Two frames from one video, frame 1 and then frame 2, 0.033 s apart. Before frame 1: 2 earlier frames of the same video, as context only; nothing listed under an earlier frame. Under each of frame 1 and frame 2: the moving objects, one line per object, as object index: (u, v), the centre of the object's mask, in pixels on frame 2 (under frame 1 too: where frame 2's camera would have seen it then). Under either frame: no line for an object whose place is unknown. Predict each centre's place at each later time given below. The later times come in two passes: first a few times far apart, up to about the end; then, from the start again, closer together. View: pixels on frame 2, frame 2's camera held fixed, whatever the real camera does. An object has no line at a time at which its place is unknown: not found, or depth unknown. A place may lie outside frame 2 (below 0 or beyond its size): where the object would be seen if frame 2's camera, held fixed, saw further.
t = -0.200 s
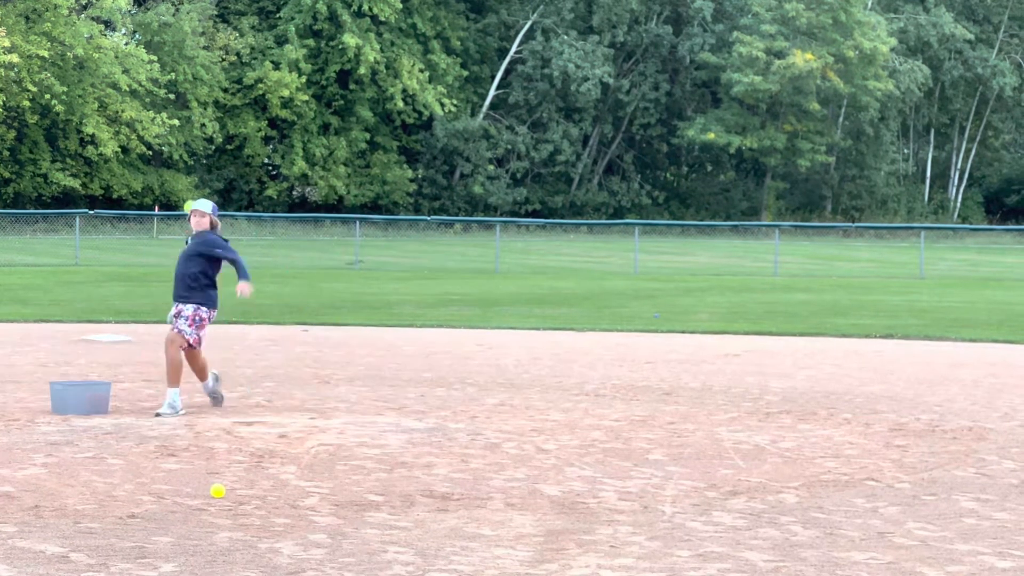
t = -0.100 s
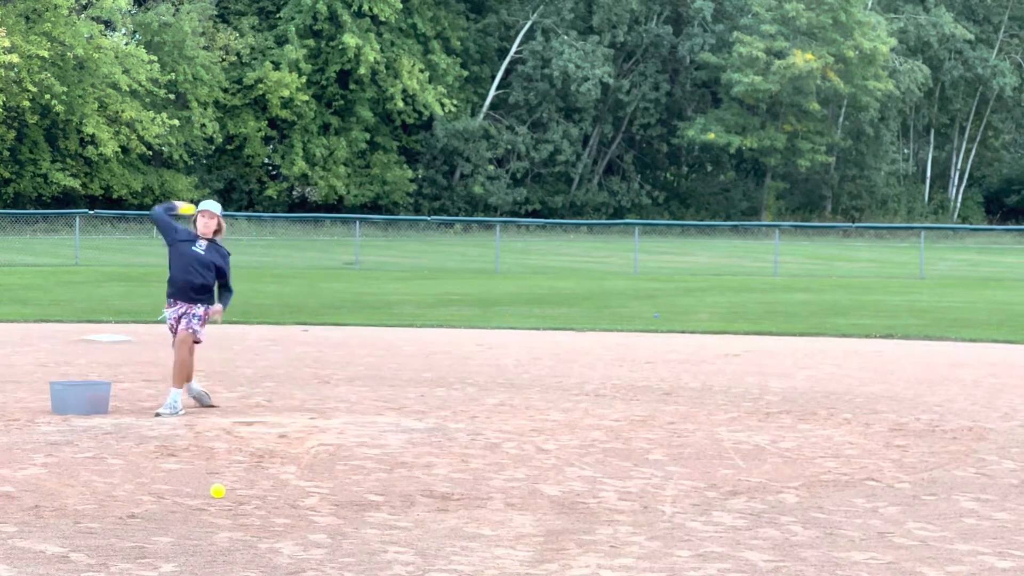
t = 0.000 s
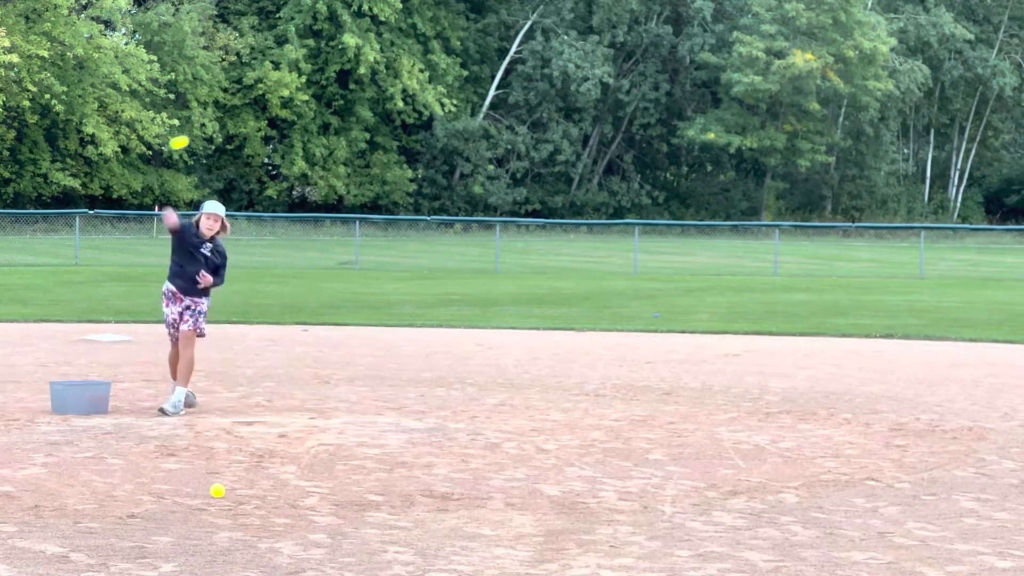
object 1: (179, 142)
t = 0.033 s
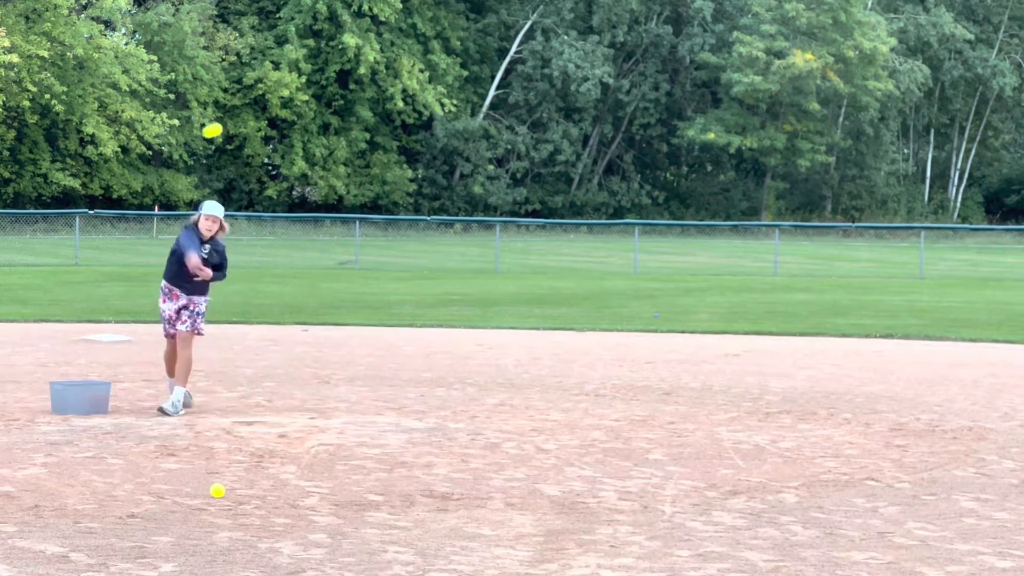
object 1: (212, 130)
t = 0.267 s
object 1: (469, 50)
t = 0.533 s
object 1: (882, 26)
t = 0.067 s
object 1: (246, 118)
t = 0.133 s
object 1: (317, 94)
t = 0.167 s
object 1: (353, 82)
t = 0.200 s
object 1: (390, 71)
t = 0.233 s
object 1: (428, 60)
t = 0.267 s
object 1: (469, 50)
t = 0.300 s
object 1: (511, 42)
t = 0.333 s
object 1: (554, 33)
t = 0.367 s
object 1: (601, 27)
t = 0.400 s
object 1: (649, 22)
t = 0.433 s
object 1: (702, 19)
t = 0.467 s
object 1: (757, 19)
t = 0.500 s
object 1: (817, 21)
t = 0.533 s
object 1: (882, 26)
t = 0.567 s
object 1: (955, 34)
